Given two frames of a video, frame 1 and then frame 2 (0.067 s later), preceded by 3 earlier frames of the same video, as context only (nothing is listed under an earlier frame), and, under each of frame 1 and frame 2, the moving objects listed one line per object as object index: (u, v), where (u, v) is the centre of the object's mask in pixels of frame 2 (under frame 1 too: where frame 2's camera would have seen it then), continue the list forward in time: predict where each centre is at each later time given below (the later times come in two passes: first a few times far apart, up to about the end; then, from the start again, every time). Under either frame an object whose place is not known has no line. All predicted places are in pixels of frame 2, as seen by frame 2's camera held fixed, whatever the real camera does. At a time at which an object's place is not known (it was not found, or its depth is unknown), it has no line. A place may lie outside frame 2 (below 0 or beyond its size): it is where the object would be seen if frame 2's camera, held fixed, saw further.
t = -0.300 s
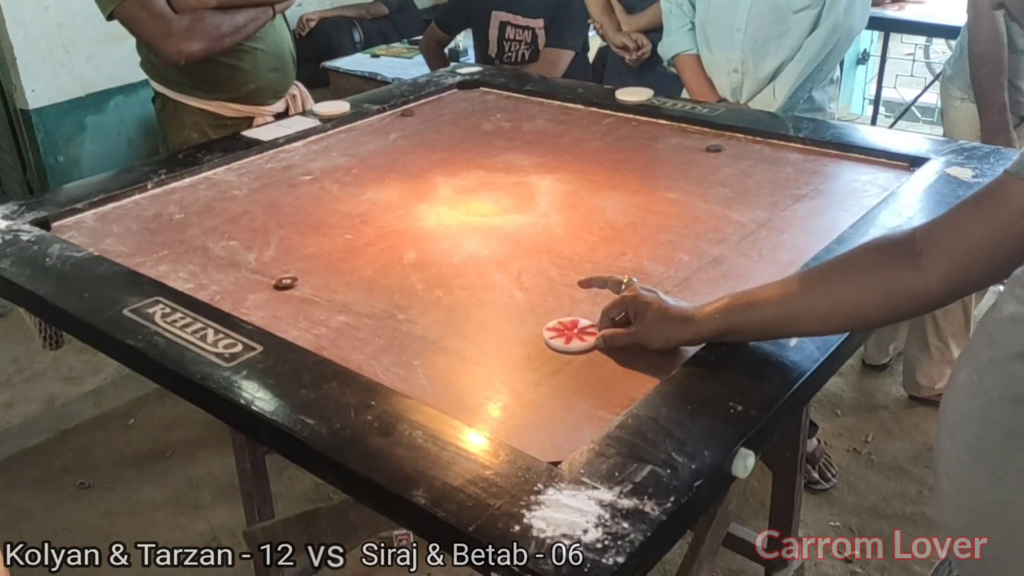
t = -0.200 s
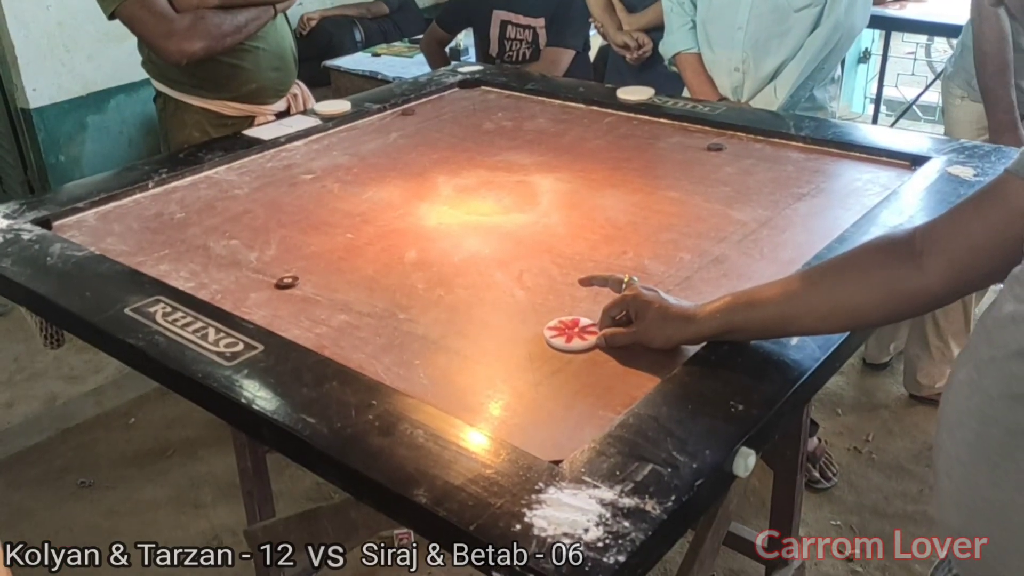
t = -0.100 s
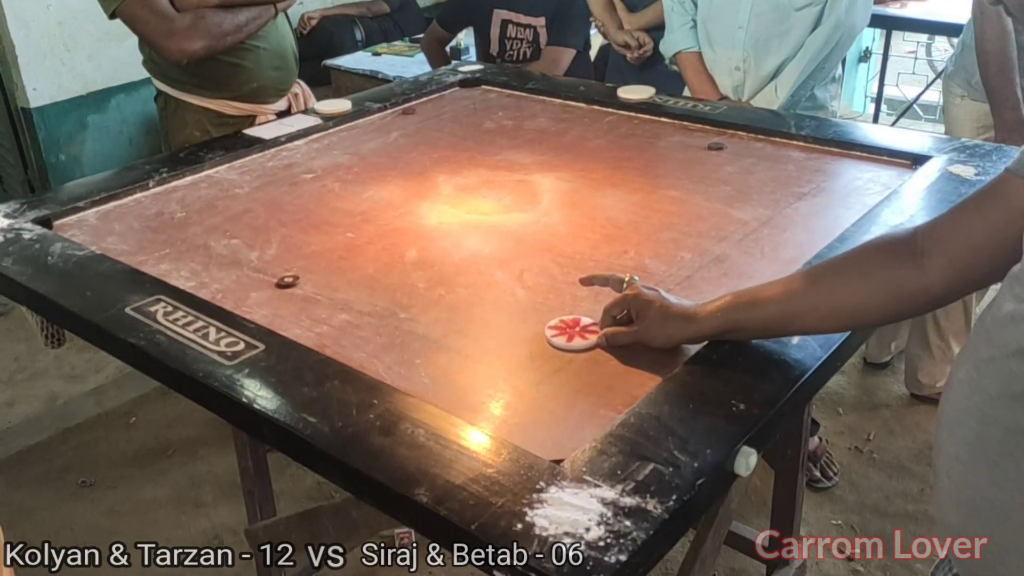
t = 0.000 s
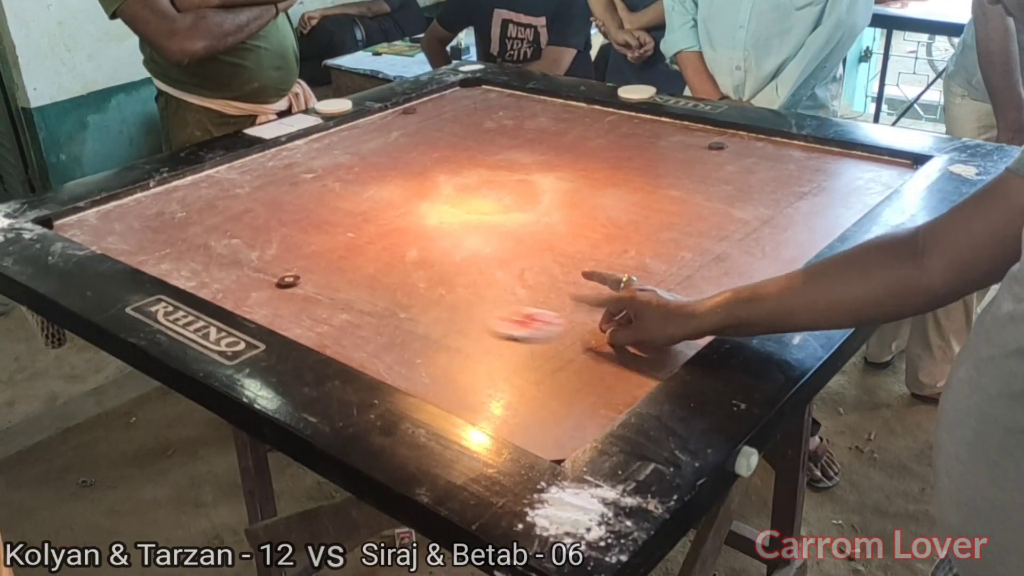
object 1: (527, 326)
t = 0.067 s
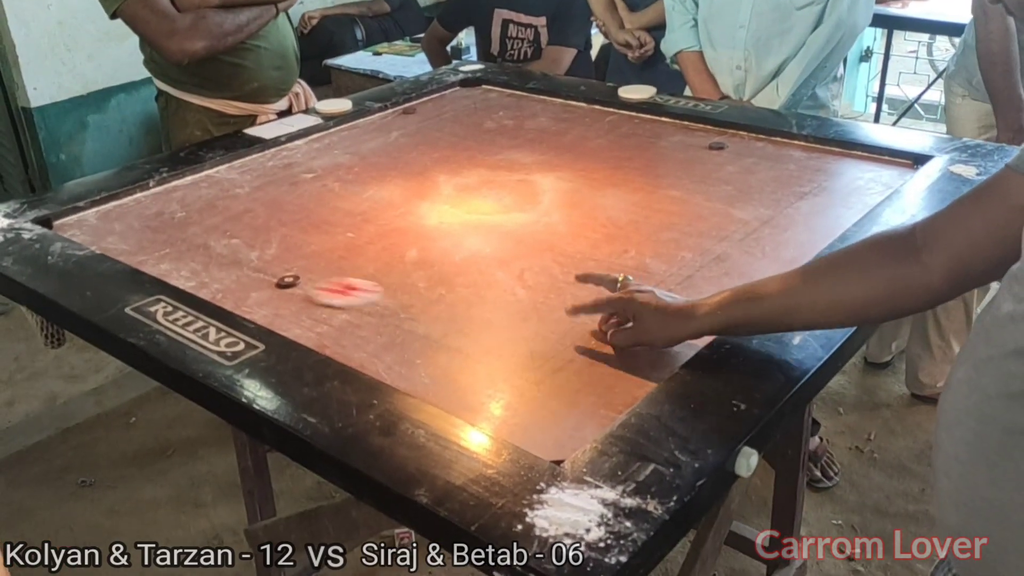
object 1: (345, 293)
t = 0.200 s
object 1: (137, 251)
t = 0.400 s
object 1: (233, 230)
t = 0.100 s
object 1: (277, 282)
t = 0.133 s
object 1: (218, 274)
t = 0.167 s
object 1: (166, 265)
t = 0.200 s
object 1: (137, 251)
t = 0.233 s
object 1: (121, 231)
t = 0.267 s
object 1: (108, 216)
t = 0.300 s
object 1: (130, 216)
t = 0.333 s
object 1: (164, 221)
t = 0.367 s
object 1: (198, 225)
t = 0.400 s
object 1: (233, 230)
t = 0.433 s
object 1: (269, 236)
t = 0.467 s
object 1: (306, 241)
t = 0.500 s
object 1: (343, 247)
